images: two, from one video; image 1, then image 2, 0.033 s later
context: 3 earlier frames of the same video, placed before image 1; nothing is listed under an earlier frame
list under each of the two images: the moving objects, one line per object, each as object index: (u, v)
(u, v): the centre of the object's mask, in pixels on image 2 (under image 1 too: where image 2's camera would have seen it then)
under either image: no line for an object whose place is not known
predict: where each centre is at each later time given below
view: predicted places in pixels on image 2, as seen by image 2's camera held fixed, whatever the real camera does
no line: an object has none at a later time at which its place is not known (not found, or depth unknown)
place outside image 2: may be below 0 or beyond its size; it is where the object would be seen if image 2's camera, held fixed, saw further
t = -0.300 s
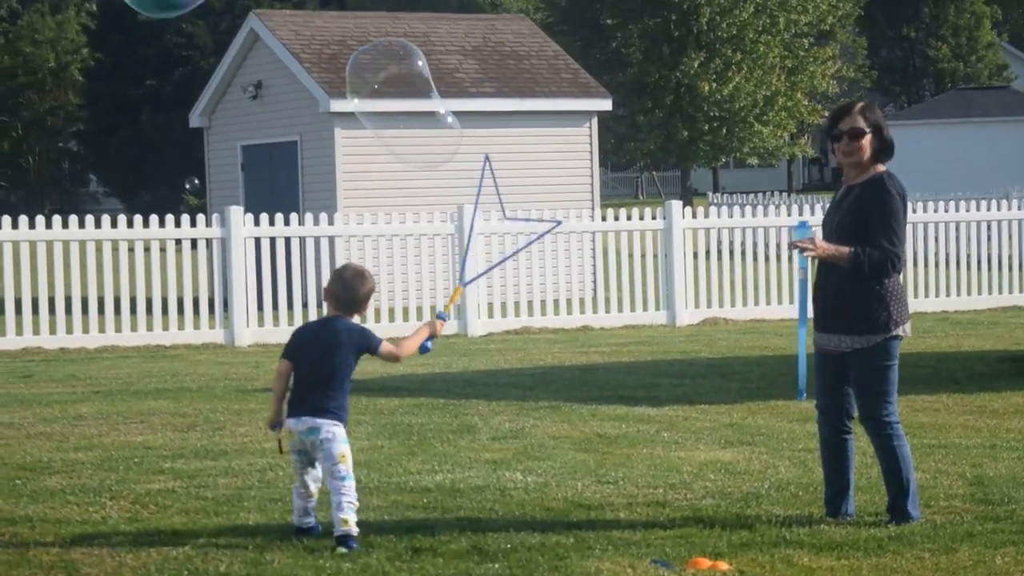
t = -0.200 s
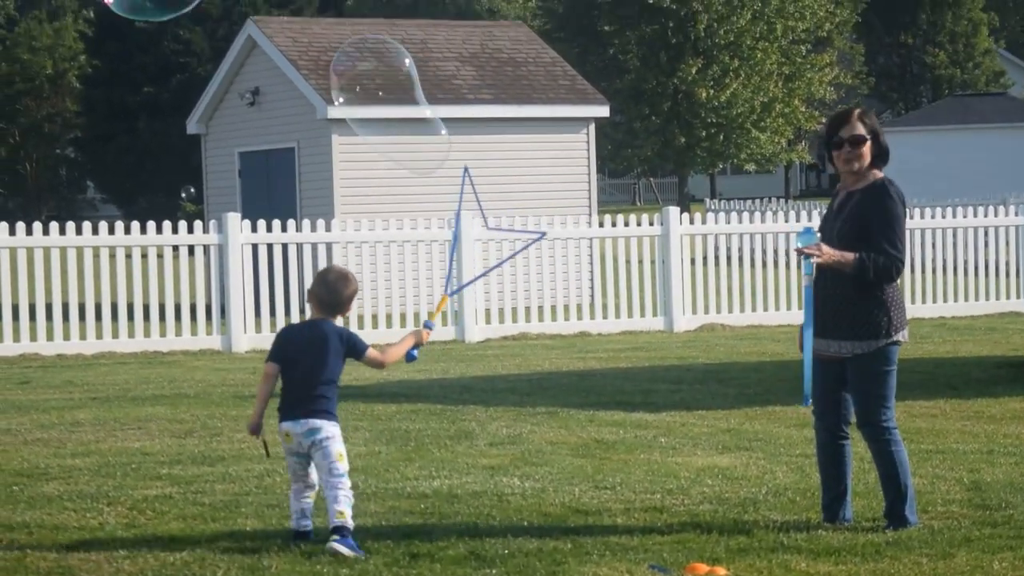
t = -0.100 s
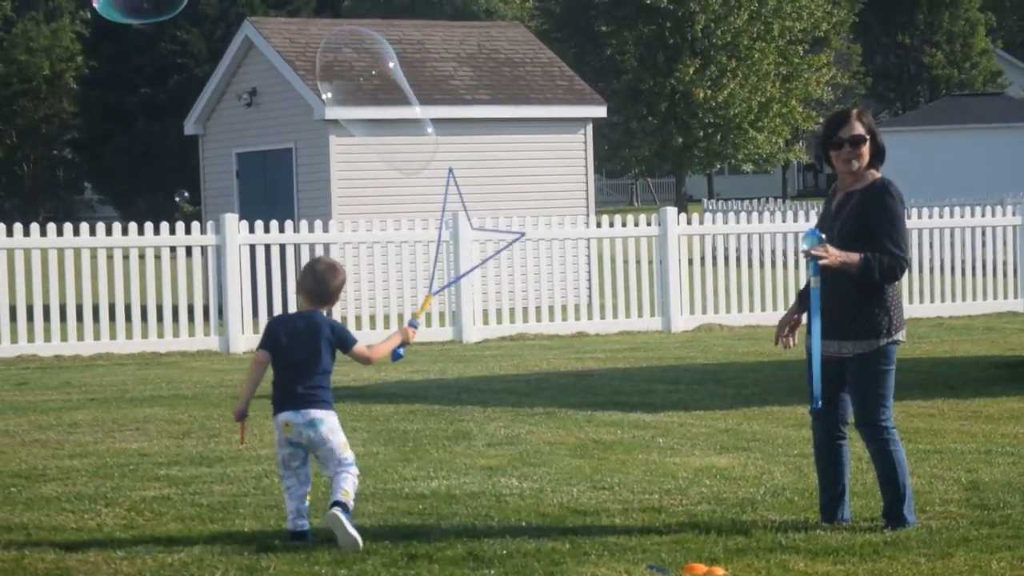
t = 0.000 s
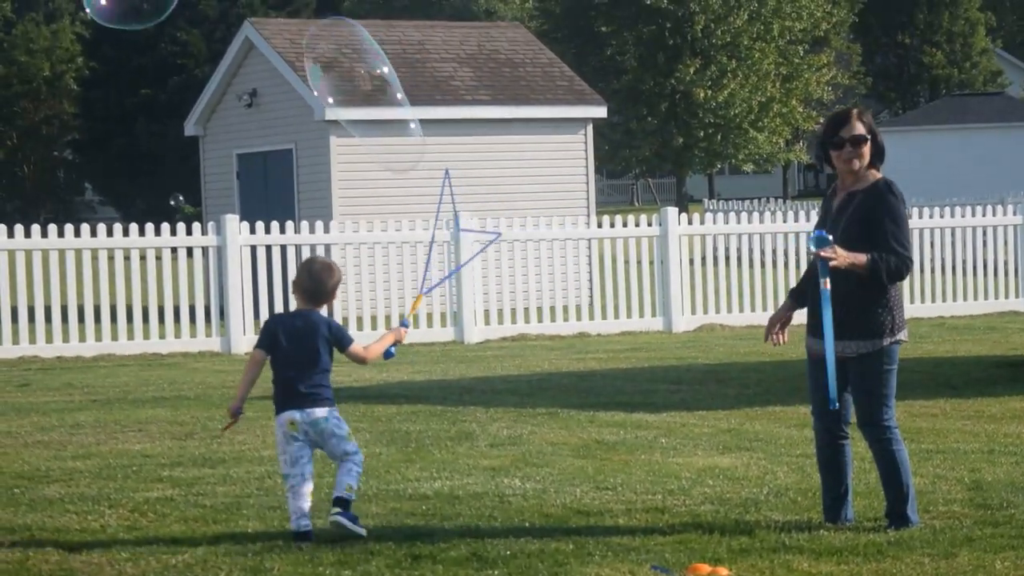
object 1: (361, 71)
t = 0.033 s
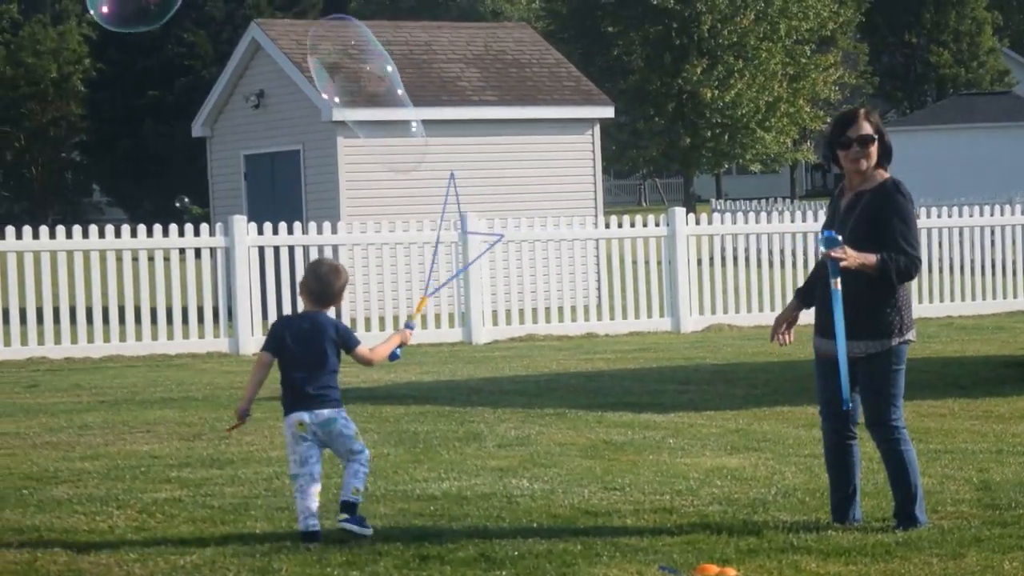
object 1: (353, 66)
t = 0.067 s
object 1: (350, 64)
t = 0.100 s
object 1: (349, 65)
